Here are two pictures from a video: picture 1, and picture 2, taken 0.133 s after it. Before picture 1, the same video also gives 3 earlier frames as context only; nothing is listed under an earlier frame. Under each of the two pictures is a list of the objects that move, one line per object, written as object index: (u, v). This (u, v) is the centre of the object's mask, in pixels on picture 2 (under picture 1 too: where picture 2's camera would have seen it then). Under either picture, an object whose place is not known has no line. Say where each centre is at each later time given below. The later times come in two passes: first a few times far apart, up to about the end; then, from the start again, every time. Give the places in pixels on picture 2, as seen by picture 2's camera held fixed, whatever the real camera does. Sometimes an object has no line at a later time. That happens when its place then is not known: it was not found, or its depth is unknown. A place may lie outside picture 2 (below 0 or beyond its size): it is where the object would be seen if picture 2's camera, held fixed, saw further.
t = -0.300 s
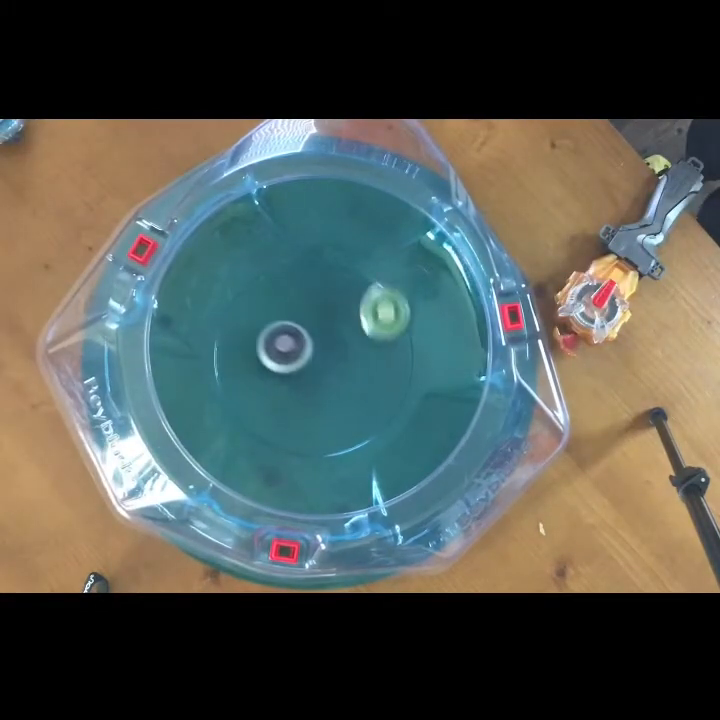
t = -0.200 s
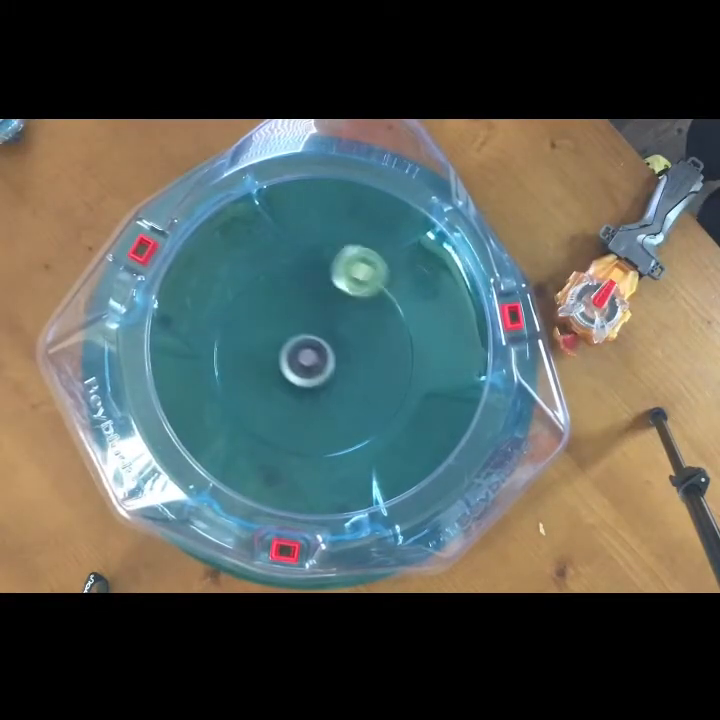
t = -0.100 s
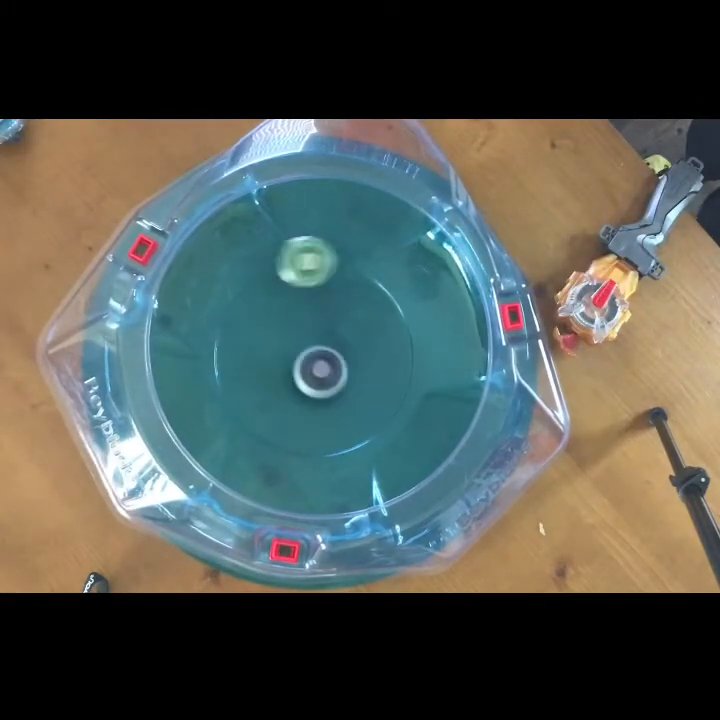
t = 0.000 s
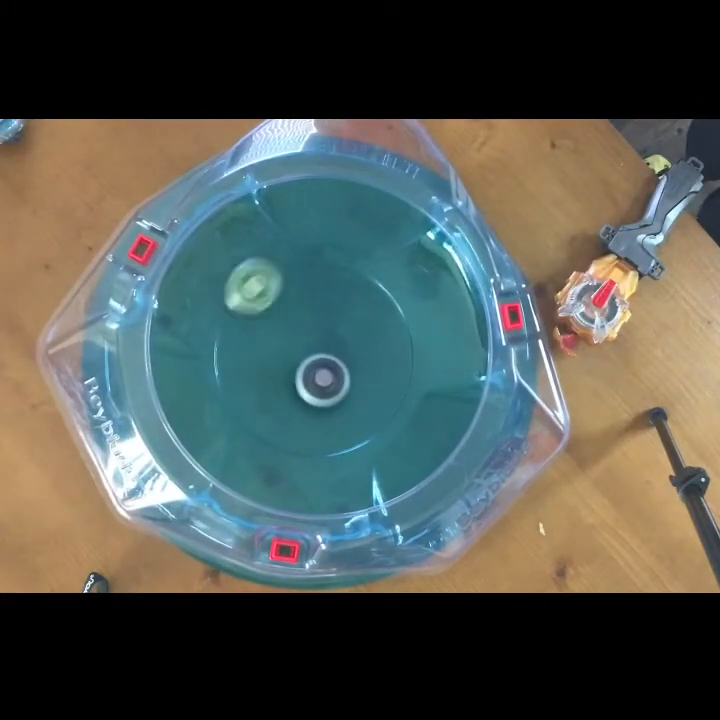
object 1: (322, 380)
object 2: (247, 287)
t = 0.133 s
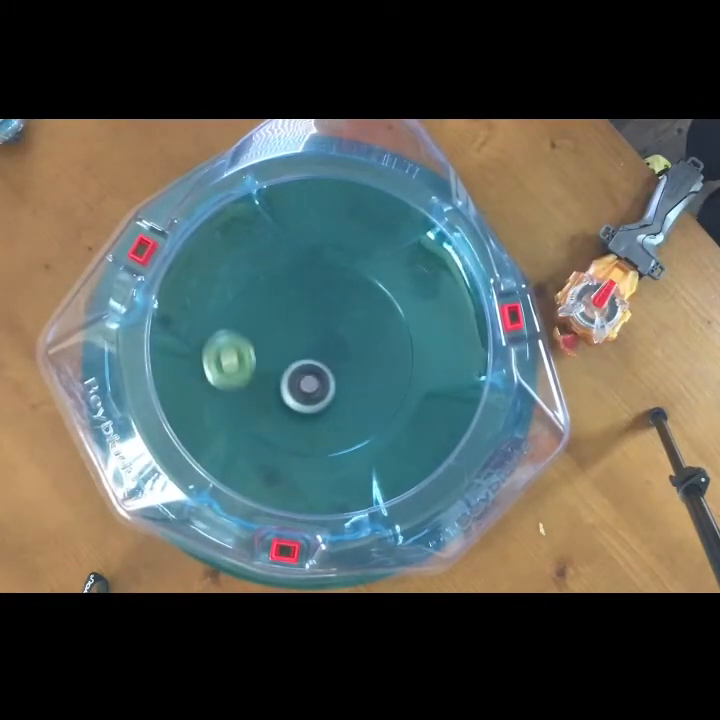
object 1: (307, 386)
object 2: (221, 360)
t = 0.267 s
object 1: (314, 385)
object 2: (243, 415)
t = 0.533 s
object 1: (328, 345)
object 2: (370, 398)
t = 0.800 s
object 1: (282, 318)
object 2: (358, 274)
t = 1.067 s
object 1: (286, 361)
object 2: (229, 321)
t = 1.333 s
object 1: (335, 344)
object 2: (316, 431)
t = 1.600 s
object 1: (311, 317)
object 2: (403, 341)
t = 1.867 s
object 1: (318, 362)
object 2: (288, 270)
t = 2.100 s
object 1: (348, 352)
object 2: (241, 388)
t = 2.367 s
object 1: (321, 354)
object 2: (371, 429)
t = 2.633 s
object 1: (330, 378)
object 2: (372, 293)
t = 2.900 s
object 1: (326, 367)
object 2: (242, 331)
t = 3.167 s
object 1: (306, 375)
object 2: (289, 450)
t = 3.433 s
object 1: (306, 372)
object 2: (400, 372)
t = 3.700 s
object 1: (300, 359)
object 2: (303, 291)
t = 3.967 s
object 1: (299, 363)
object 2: (222, 401)
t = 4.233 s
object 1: (312, 352)
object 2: (350, 441)
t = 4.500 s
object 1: (304, 334)
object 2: (369, 317)
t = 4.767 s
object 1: (274, 390)
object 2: (291, 250)
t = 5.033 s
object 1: (323, 393)
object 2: (218, 355)
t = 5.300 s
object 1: (314, 362)
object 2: (306, 437)
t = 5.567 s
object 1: (301, 373)
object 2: (383, 326)
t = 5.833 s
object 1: (311, 360)
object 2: (271, 271)
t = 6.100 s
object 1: (299, 350)
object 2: (224, 390)
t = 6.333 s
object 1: (304, 361)
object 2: (334, 430)
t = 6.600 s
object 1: (320, 343)
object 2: (386, 312)
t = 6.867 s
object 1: (303, 350)
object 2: (265, 275)
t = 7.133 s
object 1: (326, 357)
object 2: (239, 404)
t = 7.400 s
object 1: (320, 343)
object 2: (367, 417)
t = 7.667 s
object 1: (316, 355)
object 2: (378, 295)
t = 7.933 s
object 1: (321, 369)
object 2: (256, 291)
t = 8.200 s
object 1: (315, 354)
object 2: (254, 422)
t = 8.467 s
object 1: (308, 356)
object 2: (371, 425)
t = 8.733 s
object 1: (308, 365)
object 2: (369, 306)
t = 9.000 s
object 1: (302, 349)
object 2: (245, 320)
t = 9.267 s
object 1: (314, 365)
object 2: (265, 436)
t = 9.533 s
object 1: (321, 354)
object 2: (374, 414)
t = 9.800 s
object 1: (307, 356)
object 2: (338, 298)
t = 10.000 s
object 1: (313, 344)
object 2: (245, 315)
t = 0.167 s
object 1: (304, 387)
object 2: (228, 379)
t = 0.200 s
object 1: (301, 387)
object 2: (237, 395)
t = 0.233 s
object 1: (307, 386)
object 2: (239, 406)
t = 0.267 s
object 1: (314, 385)
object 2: (243, 415)
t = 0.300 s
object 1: (320, 382)
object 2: (250, 422)
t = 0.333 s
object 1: (325, 379)
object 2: (262, 426)
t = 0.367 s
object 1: (328, 375)
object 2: (277, 429)
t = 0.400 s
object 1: (331, 371)
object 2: (295, 429)
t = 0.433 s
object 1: (332, 365)
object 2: (314, 426)
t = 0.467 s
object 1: (332, 359)
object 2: (332, 420)
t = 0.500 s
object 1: (331, 352)
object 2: (350, 411)
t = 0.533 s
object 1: (328, 345)
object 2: (370, 398)
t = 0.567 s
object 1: (325, 337)
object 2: (382, 384)
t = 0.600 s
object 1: (320, 331)
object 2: (391, 368)
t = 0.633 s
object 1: (315, 325)
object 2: (397, 350)
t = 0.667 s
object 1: (309, 320)
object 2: (399, 333)
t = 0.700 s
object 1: (302, 317)
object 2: (396, 315)
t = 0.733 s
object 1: (296, 316)
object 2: (384, 300)
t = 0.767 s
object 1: (289, 316)
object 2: (371, 287)
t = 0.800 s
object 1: (282, 318)
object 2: (358, 274)
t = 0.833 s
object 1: (277, 321)
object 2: (340, 267)
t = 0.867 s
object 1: (274, 326)
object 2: (321, 264)
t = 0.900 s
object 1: (271, 331)
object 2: (301, 263)
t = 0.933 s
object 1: (271, 338)
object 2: (282, 267)
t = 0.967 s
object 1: (272, 345)
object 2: (265, 275)
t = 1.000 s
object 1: (275, 352)
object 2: (250, 287)
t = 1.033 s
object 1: (280, 358)
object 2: (238, 303)
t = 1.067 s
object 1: (286, 361)
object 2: (229, 321)
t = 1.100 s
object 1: (292, 364)
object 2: (227, 342)
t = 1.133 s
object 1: (300, 364)
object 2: (228, 361)
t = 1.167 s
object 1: (308, 364)
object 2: (236, 380)
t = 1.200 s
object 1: (315, 362)
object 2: (246, 397)
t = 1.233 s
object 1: (321, 359)
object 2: (260, 410)
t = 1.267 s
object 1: (327, 355)
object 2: (277, 420)
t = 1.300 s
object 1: (332, 350)
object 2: (295, 427)
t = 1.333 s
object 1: (335, 344)
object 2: (316, 431)
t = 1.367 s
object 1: (337, 338)
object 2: (335, 431)
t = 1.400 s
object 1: (337, 332)
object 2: (354, 427)
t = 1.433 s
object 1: (336, 325)
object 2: (372, 421)
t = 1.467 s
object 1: (332, 320)
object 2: (388, 411)
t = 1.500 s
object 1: (328, 316)
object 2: (397, 395)
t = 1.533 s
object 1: (323, 314)
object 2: (401, 377)
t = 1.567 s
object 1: (317, 314)
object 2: (403, 359)
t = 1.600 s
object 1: (311, 317)
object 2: (403, 341)
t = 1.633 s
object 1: (307, 322)
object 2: (398, 322)
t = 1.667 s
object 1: (304, 328)
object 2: (389, 305)
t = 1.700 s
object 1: (303, 335)
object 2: (376, 289)
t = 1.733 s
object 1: (303, 342)
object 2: (361, 277)
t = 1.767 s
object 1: (305, 348)
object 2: (344, 268)
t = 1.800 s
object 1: (309, 354)
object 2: (325, 264)
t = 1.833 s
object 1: (313, 359)
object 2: (307, 265)
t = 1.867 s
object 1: (318, 362)
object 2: (288, 270)
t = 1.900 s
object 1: (324, 364)
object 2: (271, 280)
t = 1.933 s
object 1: (330, 366)
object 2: (256, 294)
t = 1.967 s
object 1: (336, 365)
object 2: (244, 311)
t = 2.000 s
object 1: (341, 364)
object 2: (237, 330)
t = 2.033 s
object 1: (346, 361)
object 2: (234, 350)
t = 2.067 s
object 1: (348, 356)
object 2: (236, 369)
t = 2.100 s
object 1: (348, 352)
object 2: (241, 388)
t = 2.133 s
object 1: (346, 348)
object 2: (250, 405)
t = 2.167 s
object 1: (342, 345)
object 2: (263, 418)
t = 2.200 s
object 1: (338, 343)
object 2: (278, 430)
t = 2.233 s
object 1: (333, 343)
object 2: (296, 438)
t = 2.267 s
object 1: (329, 344)
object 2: (316, 444)
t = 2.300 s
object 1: (325, 346)
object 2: (335, 446)
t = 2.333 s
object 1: (323, 349)
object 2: (355, 442)
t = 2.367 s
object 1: (321, 354)
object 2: (371, 429)
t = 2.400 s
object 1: (320, 360)
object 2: (383, 412)
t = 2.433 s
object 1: (318, 366)
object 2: (394, 395)
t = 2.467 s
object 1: (318, 370)
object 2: (402, 378)
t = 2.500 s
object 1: (319, 374)
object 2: (403, 358)
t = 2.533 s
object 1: (321, 377)
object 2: (401, 340)
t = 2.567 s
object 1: (323, 379)
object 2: (394, 322)
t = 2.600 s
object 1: (326, 379)
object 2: (384, 306)
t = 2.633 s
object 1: (330, 378)
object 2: (372, 293)
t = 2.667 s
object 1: (332, 376)
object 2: (356, 283)
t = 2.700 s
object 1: (334, 375)
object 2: (338, 277)
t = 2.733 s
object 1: (335, 373)
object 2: (320, 276)
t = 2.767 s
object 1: (334, 371)
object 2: (302, 280)
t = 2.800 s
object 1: (333, 370)
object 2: (283, 288)
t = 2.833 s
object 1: (331, 368)
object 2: (267, 299)
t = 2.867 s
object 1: (328, 367)
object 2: (253, 314)
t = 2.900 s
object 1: (326, 367)
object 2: (242, 331)
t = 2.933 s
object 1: (323, 366)
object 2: (236, 351)
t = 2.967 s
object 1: (320, 366)
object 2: (233, 370)
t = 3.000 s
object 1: (318, 366)
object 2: (234, 387)
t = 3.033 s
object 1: (316, 367)
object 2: (240, 405)
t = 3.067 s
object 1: (314, 369)
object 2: (247, 420)
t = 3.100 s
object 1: (311, 372)
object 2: (259, 433)
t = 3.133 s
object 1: (308, 374)
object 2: (272, 444)
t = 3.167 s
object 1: (306, 375)
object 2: (289, 450)
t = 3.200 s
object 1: (304, 374)
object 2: (312, 449)
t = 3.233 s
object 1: (305, 372)
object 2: (331, 447)
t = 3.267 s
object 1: (306, 372)
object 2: (348, 443)
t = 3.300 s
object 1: (308, 373)
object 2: (363, 435)
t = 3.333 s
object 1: (310, 374)
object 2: (377, 422)
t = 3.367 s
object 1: (309, 375)
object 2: (388, 407)
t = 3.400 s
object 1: (308, 374)
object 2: (396, 390)
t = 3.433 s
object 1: (306, 372)
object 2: (400, 372)
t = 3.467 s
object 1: (306, 368)
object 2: (399, 354)
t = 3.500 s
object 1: (307, 365)
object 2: (395, 338)
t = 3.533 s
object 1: (309, 363)
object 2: (386, 323)
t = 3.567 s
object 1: (309, 362)
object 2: (373, 310)
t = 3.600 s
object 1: (307, 360)
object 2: (358, 299)
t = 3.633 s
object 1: (305, 358)
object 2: (341, 293)
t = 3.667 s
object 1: (303, 358)
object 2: (322, 289)
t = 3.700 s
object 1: (300, 359)
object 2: (303, 291)
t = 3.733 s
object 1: (297, 360)
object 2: (284, 296)
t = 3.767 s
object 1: (294, 360)
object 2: (266, 305)
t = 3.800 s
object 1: (293, 361)
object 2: (250, 317)
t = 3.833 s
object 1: (293, 360)
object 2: (238, 332)
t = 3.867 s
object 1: (294, 361)
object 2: (228, 348)
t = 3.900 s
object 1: (295, 361)
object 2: (223, 366)
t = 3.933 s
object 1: (297, 362)
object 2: (220, 384)
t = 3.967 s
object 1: (299, 363)
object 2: (222, 401)
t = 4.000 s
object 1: (299, 364)
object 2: (231, 414)
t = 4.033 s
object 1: (299, 363)
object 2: (246, 425)
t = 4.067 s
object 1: (301, 361)
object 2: (261, 435)
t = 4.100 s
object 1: (304, 358)
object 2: (276, 444)
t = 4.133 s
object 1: (308, 357)
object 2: (294, 449)
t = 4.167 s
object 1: (311, 356)
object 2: (316, 451)
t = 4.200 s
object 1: (311, 354)
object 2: (332, 449)
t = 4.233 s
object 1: (312, 352)
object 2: (350, 441)
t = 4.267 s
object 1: (313, 349)
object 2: (367, 430)
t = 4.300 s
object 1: (312, 346)
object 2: (379, 417)
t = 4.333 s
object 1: (311, 342)
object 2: (388, 400)
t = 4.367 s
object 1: (310, 337)
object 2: (393, 383)
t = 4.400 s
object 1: (309, 333)
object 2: (393, 365)
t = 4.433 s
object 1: (308, 332)
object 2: (389, 348)
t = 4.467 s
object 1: (307, 333)
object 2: (381, 331)
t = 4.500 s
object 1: (304, 334)
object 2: (369, 317)
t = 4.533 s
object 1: (300, 334)
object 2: (355, 304)
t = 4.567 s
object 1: (297, 334)
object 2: (338, 296)
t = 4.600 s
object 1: (296, 336)
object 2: (321, 289)
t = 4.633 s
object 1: (287, 350)
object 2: (317, 270)
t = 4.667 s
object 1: (280, 363)
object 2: (314, 254)
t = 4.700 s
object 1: (275, 374)
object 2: (309, 250)
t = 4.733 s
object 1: (273, 383)
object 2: (301, 248)
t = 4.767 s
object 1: (274, 390)
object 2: (291, 250)
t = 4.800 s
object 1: (278, 395)
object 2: (280, 255)
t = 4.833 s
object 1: (283, 400)
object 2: (268, 261)
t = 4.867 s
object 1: (289, 402)
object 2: (255, 271)
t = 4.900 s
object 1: (295, 403)
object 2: (243, 283)
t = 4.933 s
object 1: (303, 402)
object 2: (233, 299)
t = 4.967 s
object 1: (310, 400)
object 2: (226, 317)
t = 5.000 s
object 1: (316, 396)
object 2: (220, 337)
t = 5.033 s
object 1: (323, 393)
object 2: (218, 355)
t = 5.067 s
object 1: (328, 389)
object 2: (218, 374)
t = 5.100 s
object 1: (331, 384)
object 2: (222, 391)
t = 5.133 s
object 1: (332, 379)
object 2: (230, 406)
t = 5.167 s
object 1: (331, 374)
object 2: (241, 418)
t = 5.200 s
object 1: (328, 369)
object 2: (255, 427)
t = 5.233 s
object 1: (325, 366)
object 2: (270, 434)
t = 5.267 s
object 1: (320, 364)
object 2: (288, 437)
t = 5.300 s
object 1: (314, 362)
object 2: (306, 437)
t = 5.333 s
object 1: (309, 362)
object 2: (325, 433)
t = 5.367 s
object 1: (304, 362)
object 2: (343, 425)
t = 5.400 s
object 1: (301, 363)
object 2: (359, 413)
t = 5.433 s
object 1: (298, 365)
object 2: (371, 399)
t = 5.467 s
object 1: (298, 367)
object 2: (381, 381)
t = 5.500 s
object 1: (299, 369)
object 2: (385, 364)
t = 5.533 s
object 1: (300, 371)
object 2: (386, 345)
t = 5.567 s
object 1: (301, 373)
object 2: (383, 326)
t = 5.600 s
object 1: (302, 374)
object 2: (376, 308)
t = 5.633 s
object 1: (302, 374)
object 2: (367, 291)
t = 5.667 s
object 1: (303, 372)
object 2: (354, 277)
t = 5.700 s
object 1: (304, 369)
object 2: (340, 266)
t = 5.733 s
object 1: (305, 365)
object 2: (323, 261)
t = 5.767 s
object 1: (308, 362)
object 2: (305, 262)
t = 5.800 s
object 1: (310, 360)
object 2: (288, 265)
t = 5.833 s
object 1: (311, 360)
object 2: (271, 271)
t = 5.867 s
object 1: (310, 360)
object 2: (255, 279)
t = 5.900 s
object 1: (308, 359)
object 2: (241, 291)
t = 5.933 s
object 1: (306, 355)
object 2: (230, 305)
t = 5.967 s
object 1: (304, 352)
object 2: (221, 321)
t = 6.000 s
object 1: (302, 350)
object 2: (217, 338)
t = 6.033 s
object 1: (300, 349)
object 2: (216, 356)
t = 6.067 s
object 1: (299, 349)
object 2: (218, 374)
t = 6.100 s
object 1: (299, 350)
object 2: (224, 390)
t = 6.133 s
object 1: (301, 352)
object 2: (233, 405)
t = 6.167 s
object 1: (302, 355)
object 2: (246, 417)
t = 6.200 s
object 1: (303, 359)
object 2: (261, 425)
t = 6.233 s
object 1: (303, 362)
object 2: (278, 431)
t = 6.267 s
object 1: (302, 363)
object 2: (297, 434)
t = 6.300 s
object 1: (302, 362)
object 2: (315, 434)
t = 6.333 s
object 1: (304, 361)
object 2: (334, 430)
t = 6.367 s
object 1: (307, 361)
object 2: (351, 422)
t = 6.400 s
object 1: (311, 360)
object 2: (366, 411)
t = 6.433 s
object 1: (313, 358)
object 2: (377, 397)
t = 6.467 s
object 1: (313, 356)
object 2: (387, 381)
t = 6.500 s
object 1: (314, 352)
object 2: (392, 364)
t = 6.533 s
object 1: (316, 348)
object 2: (394, 346)
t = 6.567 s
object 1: (319, 345)
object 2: (392, 329)
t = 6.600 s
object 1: (320, 343)
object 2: (386, 312)
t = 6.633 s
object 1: (321, 343)
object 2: (378, 295)
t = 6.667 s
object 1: (320, 344)
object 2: (368, 281)
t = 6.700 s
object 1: (319, 346)
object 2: (353, 270)
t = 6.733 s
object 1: (316, 349)
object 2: (334, 265)
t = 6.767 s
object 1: (312, 351)
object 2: (316, 263)
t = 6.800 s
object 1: (307, 352)
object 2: (298, 264)
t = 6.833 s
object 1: (304, 351)
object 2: (281, 268)
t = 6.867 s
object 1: (303, 350)
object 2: (265, 275)
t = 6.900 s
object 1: (304, 351)
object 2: (251, 286)
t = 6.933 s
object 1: (305, 353)
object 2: (240, 299)
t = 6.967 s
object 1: (308, 354)
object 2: (230, 316)
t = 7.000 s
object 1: (312, 356)
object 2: (225, 335)
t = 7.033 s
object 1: (317, 357)
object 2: (223, 354)
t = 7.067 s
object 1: (321, 358)
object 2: (225, 371)
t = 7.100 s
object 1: (324, 357)
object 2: (230, 389)
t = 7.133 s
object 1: (326, 357)
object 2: (239, 404)
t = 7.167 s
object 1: (325, 356)
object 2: (249, 416)
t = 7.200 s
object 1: (324, 356)
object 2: (263, 427)
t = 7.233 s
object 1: (321, 355)
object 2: (279, 433)
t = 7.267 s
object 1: (319, 353)
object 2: (297, 437)
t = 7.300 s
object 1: (317, 351)
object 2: (316, 438)
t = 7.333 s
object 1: (317, 348)
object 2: (334, 434)
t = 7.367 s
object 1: (318, 346)
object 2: (352, 427)
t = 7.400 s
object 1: (320, 343)
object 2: (367, 417)
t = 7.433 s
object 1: (324, 343)
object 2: (380, 405)
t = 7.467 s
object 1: (326, 346)
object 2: (389, 390)
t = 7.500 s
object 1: (325, 348)
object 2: (396, 374)
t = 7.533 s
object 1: (323, 349)
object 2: (399, 357)
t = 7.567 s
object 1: (320, 350)
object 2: (399, 341)
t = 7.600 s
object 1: (317, 352)
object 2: (395, 325)
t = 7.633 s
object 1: (316, 353)
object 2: (388, 309)
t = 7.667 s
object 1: (316, 355)
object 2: (378, 295)
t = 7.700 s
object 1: (317, 357)
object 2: (365, 282)
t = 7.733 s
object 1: (318, 358)
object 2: (349, 273)
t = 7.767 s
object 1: (320, 360)
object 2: (334, 266)
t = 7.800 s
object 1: (322, 361)
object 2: (317, 264)
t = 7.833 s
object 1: (323, 364)
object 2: (300, 266)
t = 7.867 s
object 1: (323, 366)
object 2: (284, 271)
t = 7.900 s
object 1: (323, 368)
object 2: (270, 279)
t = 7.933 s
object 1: (321, 369)
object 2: (256, 291)
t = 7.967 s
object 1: (318, 369)
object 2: (245, 305)
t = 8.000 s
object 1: (315, 368)
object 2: (236, 322)
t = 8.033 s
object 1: (312, 365)
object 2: (231, 341)
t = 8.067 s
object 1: (309, 363)
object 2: (229, 360)
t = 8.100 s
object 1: (309, 359)
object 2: (230, 378)
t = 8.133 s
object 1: (309, 356)
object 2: (236, 394)
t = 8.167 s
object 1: (312, 354)
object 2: (243, 410)
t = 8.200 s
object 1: (315, 354)
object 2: (254, 422)
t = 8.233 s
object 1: (318, 354)
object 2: (266, 432)
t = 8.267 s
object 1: (321, 356)
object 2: (281, 440)
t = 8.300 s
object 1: (321, 360)
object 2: (297, 444)
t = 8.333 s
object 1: (320, 361)
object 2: (314, 446)
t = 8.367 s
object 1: (318, 360)
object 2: (329, 445)
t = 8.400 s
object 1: (316, 358)
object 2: (344, 441)
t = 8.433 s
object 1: (312, 356)
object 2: (358, 434)
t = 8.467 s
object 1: (308, 356)
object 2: (371, 425)
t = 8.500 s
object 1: (306, 357)
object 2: (382, 413)
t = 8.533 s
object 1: (305, 358)
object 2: (390, 399)
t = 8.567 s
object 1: (306, 359)
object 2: (395, 384)
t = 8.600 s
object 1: (306, 360)
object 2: (397, 368)
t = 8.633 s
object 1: (307, 361)
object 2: (396, 350)
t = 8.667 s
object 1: (308, 363)
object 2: (390, 335)
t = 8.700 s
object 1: (309, 364)
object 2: (381, 319)
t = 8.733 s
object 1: (308, 365)
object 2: (369, 306)
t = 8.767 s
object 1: (308, 366)
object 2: (354, 296)
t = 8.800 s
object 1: (306, 366)
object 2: (338, 288)
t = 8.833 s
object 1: (304, 364)
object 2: (320, 284)
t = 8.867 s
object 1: (302, 362)
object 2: (303, 284)
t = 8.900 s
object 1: (300, 359)
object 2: (286, 288)
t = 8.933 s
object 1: (300, 356)
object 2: (271, 295)
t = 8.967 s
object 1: (301, 352)
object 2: (257, 306)
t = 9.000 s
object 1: (302, 349)
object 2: (245, 320)
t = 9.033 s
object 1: (305, 348)
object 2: (237, 336)
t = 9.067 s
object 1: (309, 348)
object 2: (231, 352)
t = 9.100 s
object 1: (313, 349)
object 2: (229, 369)
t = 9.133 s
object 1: (316, 352)
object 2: (231, 386)
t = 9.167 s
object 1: (318, 355)
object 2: (235, 402)
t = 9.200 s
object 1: (318, 359)
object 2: (242, 415)
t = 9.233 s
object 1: (317, 363)
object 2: (253, 427)
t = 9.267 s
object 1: (314, 365)
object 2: (265, 436)
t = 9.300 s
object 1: (311, 366)
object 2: (279, 443)
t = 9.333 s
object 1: (307, 364)
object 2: (294, 447)
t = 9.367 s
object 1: (307, 361)
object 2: (310, 449)
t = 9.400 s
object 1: (309, 360)
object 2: (324, 447)
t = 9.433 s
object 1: (312, 359)
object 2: (339, 443)
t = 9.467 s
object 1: (317, 357)
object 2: (352, 435)
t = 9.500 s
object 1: (319, 355)
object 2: (364, 425)
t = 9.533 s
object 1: (321, 354)
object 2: (374, 414)
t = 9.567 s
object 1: (321, 354)
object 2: (381, 400)
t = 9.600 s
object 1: (321, 354)
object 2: (385, 384)
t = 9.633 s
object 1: (320, 355)
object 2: (385, 367)
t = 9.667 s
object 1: (319, 356)
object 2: (383, 351)
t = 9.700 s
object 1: (316, 357)
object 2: (376, 335)
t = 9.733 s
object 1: (313, 357)
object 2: (366, 320)
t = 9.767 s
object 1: (310, 357)
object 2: (353, 308)
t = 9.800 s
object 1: (307, 356)
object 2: (338, 298)
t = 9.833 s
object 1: (304, 355)
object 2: (321, 292)
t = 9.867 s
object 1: (303, 353)
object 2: (305, 290)
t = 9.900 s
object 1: (303, 350)
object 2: (287, 291)
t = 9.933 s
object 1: (305, 347)
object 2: (272, 296)
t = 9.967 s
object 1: (308, 345)
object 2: (257, 303)
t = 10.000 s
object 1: (313, 344)
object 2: (245, 315)
